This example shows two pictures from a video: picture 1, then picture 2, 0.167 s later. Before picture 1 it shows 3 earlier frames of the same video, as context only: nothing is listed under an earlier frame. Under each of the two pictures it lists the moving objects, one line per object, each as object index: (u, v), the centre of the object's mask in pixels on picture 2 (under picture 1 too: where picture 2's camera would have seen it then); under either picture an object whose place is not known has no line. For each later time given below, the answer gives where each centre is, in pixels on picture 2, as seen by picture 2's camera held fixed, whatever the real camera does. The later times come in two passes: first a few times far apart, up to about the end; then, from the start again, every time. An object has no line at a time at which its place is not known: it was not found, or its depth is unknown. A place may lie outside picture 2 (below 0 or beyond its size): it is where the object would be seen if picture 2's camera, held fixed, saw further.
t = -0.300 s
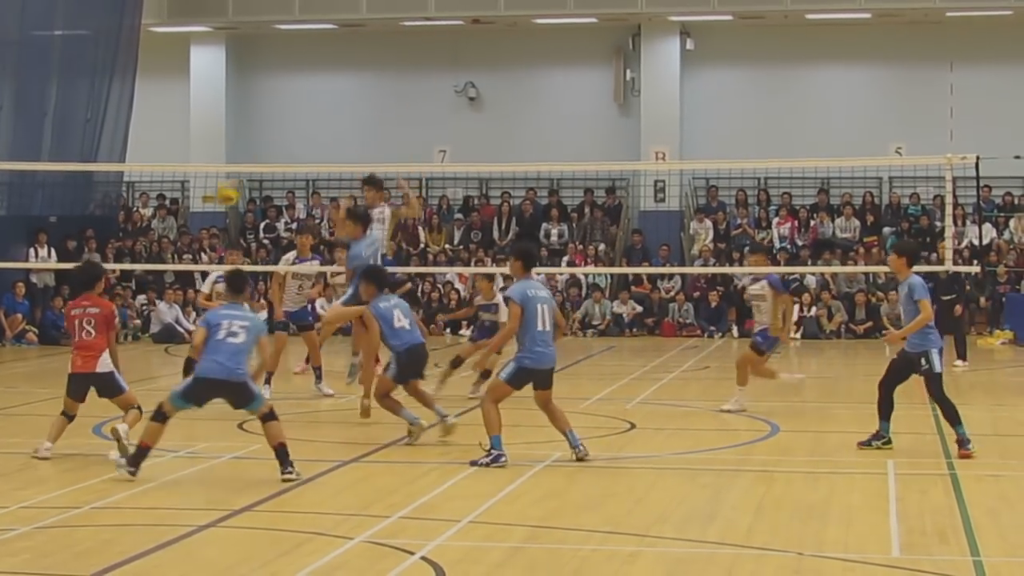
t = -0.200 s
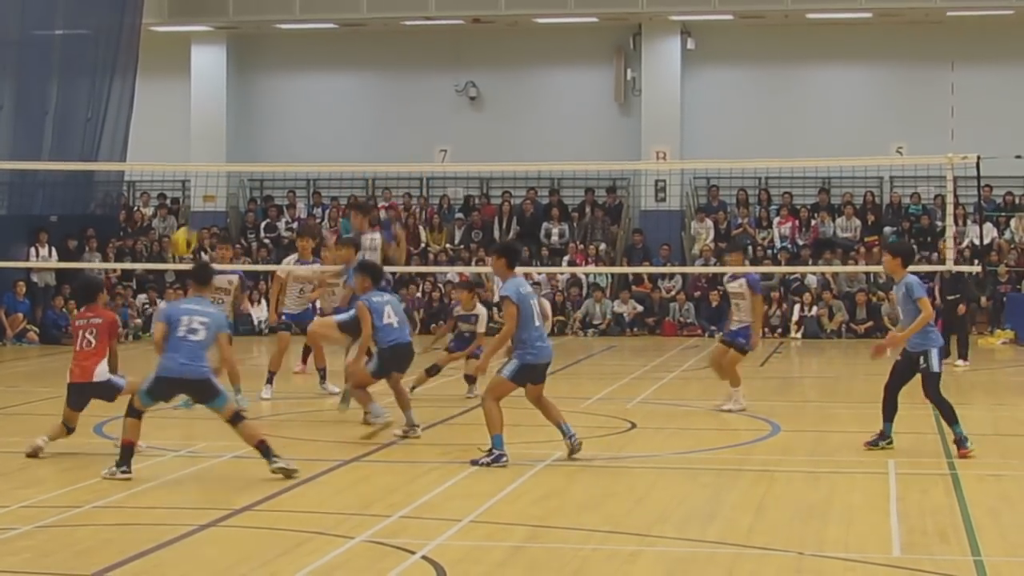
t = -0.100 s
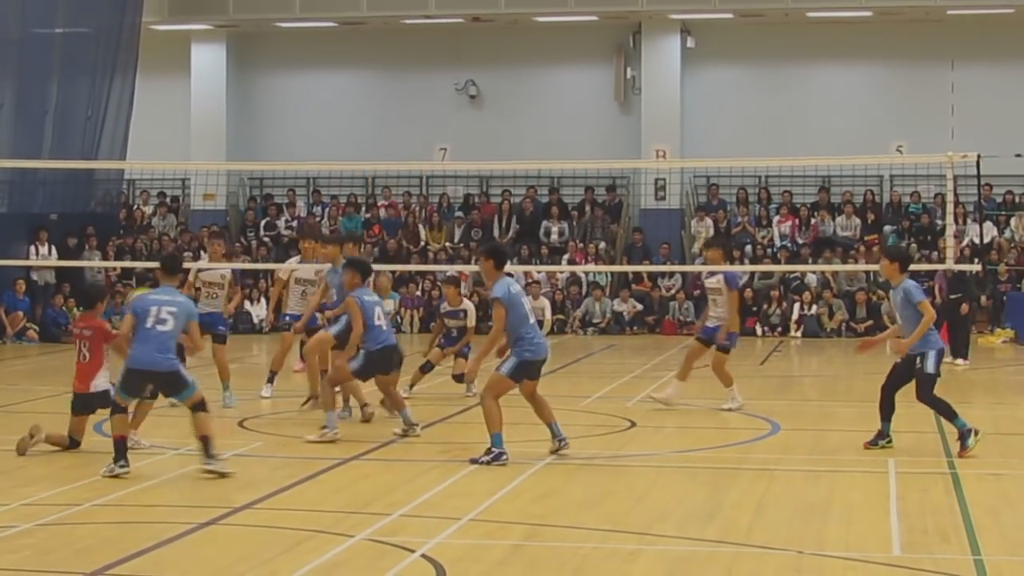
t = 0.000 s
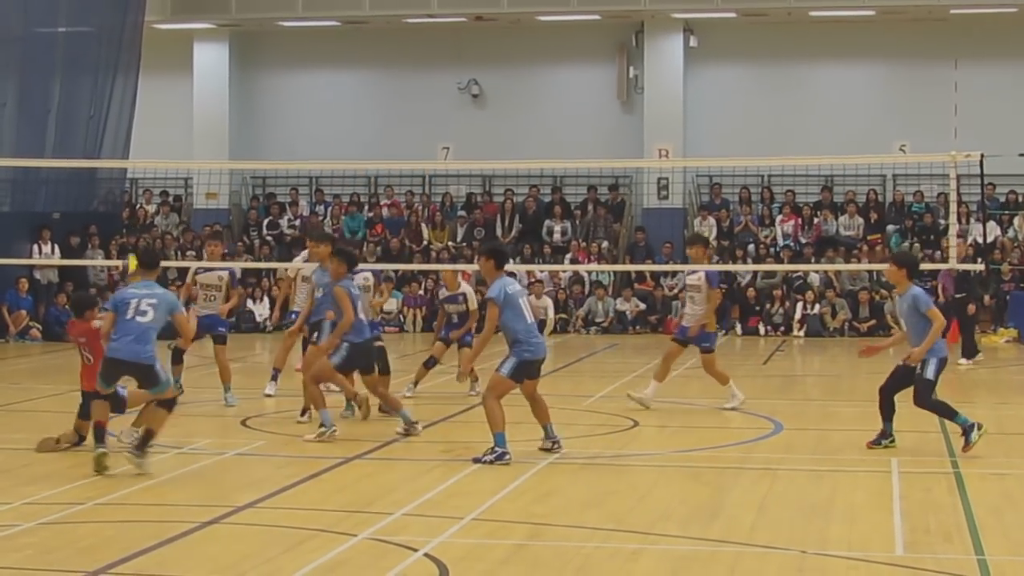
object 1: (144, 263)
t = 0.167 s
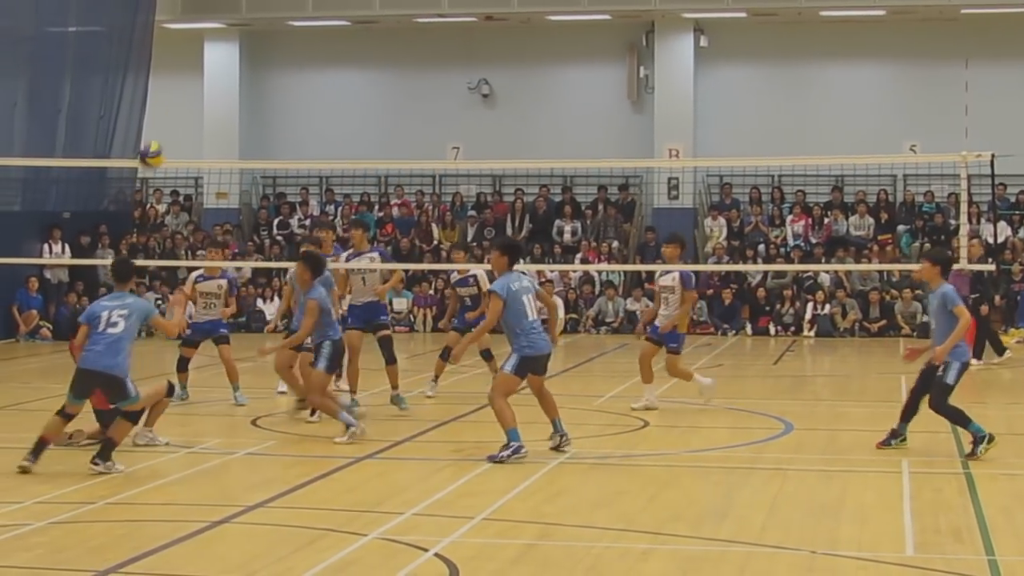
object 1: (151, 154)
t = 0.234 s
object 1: (153, 117)
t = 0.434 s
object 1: (162, 37)
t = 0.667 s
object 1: (176, 7)
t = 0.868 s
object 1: (186, 34)
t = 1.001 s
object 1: (192, 87)
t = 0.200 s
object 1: (150, 135)
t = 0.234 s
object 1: (153, 117)
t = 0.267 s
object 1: (153, 101)
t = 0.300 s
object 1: (156, 85)
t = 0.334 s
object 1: (158, 70)
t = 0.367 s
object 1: (159, 57)
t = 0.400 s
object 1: (161, 46)
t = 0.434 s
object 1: (162, 37)
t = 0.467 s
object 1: (164, 27)
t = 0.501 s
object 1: (166, 20)
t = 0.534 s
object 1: (168, 12)
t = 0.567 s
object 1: (169, 9)
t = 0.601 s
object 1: (172, 8)
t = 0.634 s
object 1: (174, 7)
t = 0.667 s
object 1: (176, 7)
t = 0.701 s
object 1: (178, 7)
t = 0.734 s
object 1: (178, 7)
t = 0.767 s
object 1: (181, 10)
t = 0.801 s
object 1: (182, 16)
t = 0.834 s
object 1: (184, 24)
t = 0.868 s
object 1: (186, 34)
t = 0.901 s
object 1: (188, 43)
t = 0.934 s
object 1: (188, 55)
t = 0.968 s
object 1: (190, 70)
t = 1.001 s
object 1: (192, 87)
